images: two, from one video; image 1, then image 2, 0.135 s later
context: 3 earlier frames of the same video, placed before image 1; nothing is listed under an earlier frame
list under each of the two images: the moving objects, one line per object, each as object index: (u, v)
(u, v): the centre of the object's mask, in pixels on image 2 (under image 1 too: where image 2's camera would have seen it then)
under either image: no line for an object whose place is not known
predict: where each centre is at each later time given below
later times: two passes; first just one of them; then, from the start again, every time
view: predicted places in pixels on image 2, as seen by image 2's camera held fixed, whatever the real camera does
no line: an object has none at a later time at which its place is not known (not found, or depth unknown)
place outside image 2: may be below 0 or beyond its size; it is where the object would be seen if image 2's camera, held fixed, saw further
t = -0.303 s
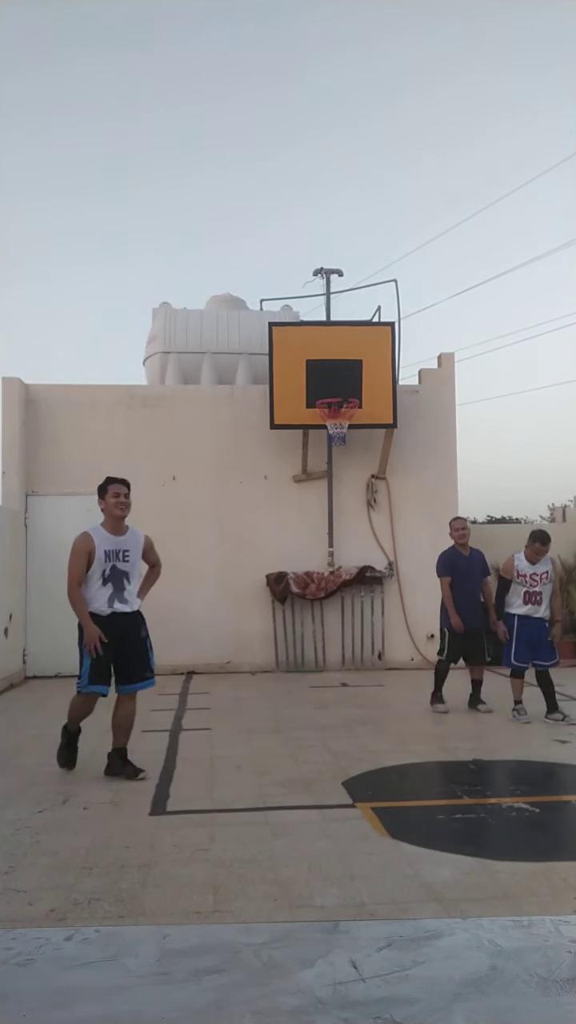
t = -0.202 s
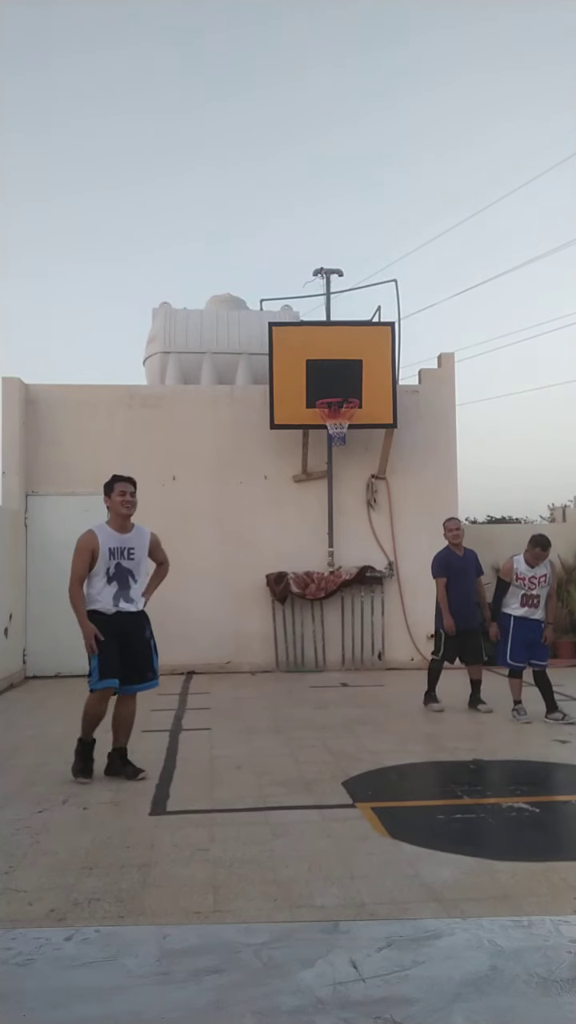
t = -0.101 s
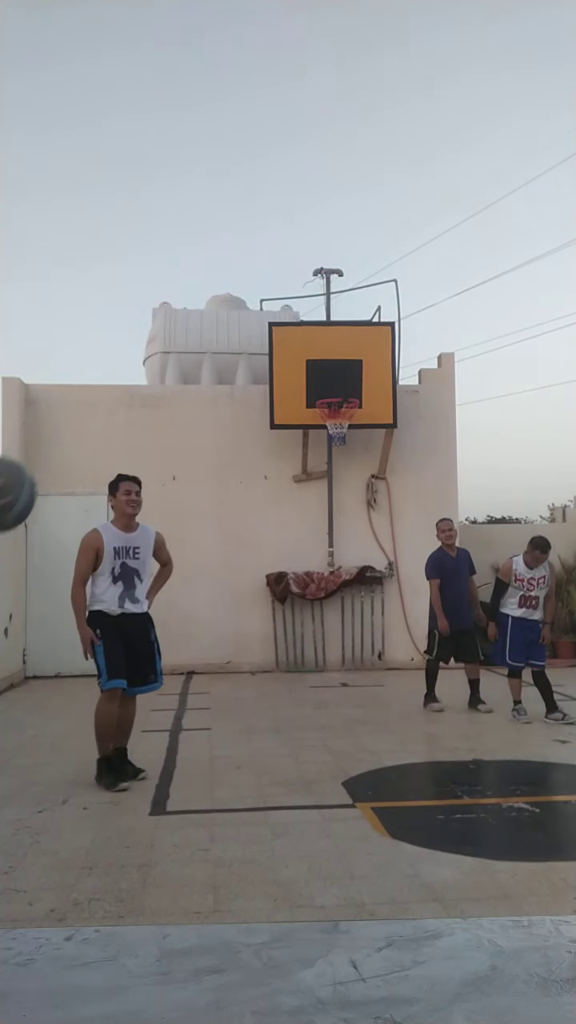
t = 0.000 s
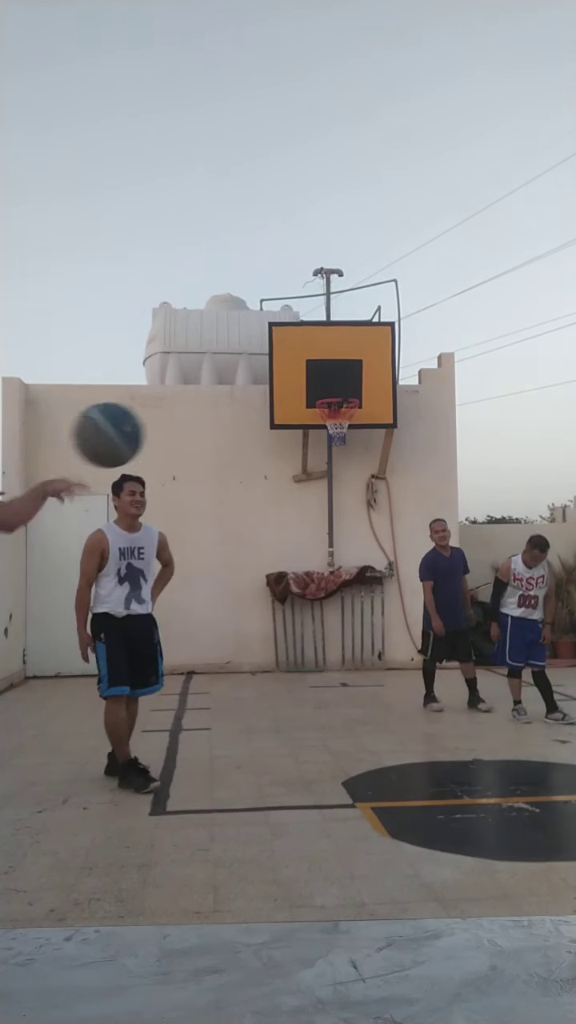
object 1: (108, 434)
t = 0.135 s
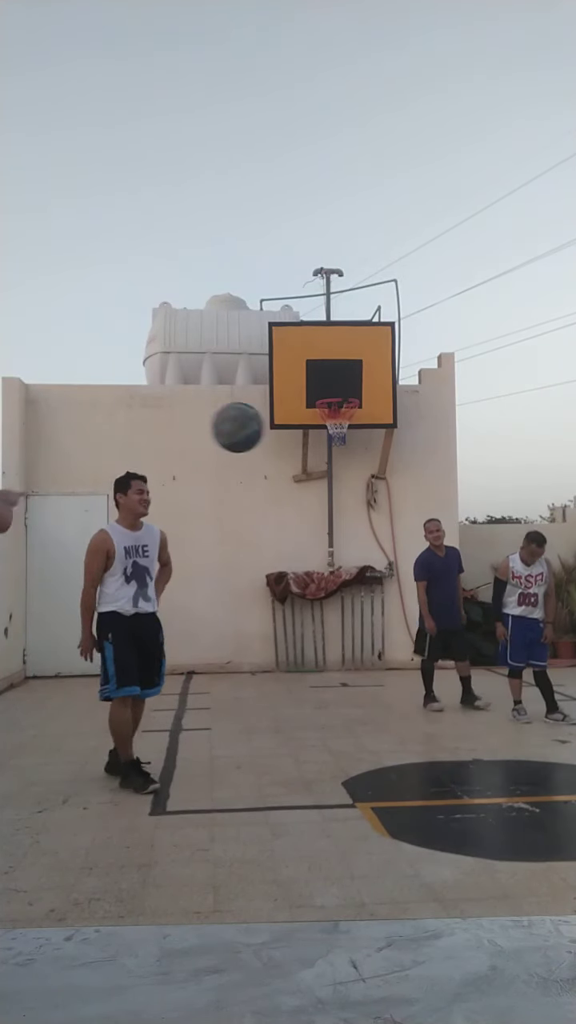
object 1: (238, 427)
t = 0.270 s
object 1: (319, 454)
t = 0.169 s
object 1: (261, 431)
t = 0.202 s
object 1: (282, 437)
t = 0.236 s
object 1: (301, 445)
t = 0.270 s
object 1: (319, 454)
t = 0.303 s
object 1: (334, 462)
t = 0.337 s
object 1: (350, 473)
